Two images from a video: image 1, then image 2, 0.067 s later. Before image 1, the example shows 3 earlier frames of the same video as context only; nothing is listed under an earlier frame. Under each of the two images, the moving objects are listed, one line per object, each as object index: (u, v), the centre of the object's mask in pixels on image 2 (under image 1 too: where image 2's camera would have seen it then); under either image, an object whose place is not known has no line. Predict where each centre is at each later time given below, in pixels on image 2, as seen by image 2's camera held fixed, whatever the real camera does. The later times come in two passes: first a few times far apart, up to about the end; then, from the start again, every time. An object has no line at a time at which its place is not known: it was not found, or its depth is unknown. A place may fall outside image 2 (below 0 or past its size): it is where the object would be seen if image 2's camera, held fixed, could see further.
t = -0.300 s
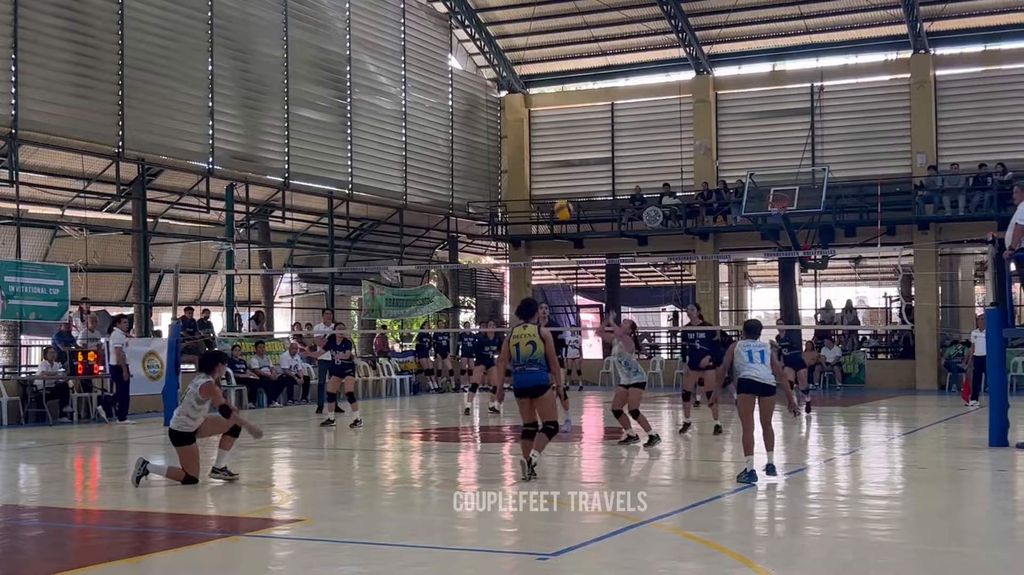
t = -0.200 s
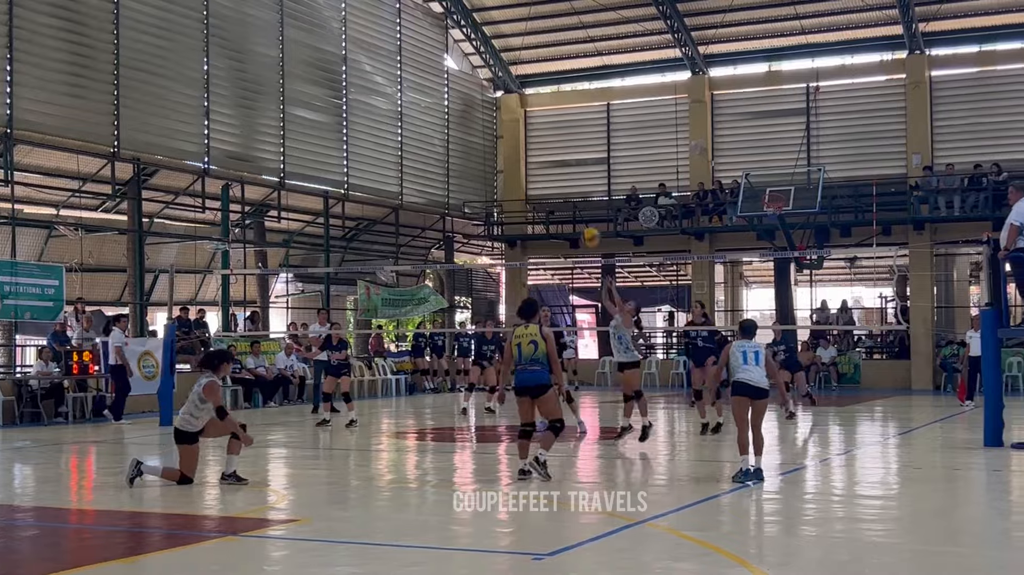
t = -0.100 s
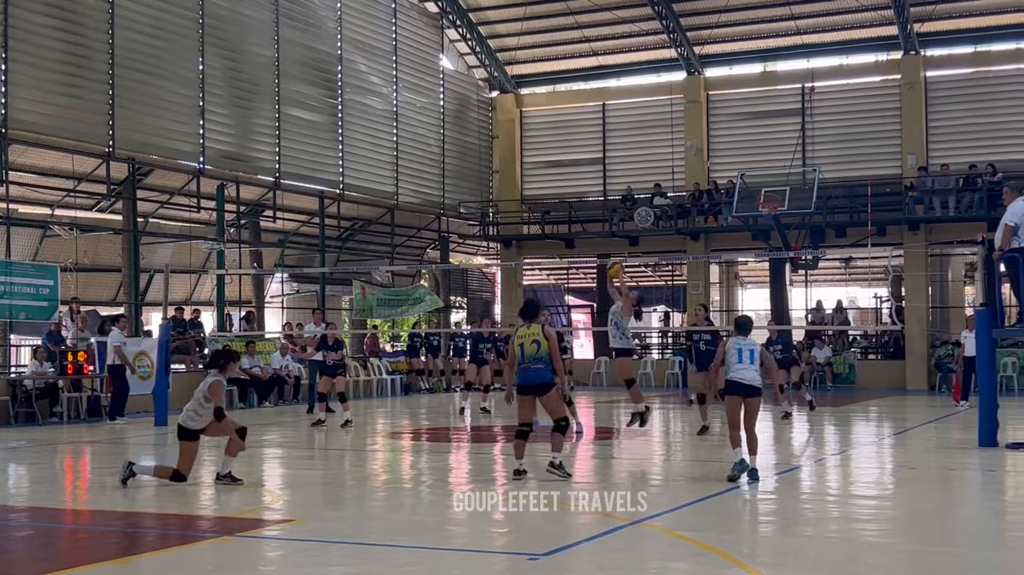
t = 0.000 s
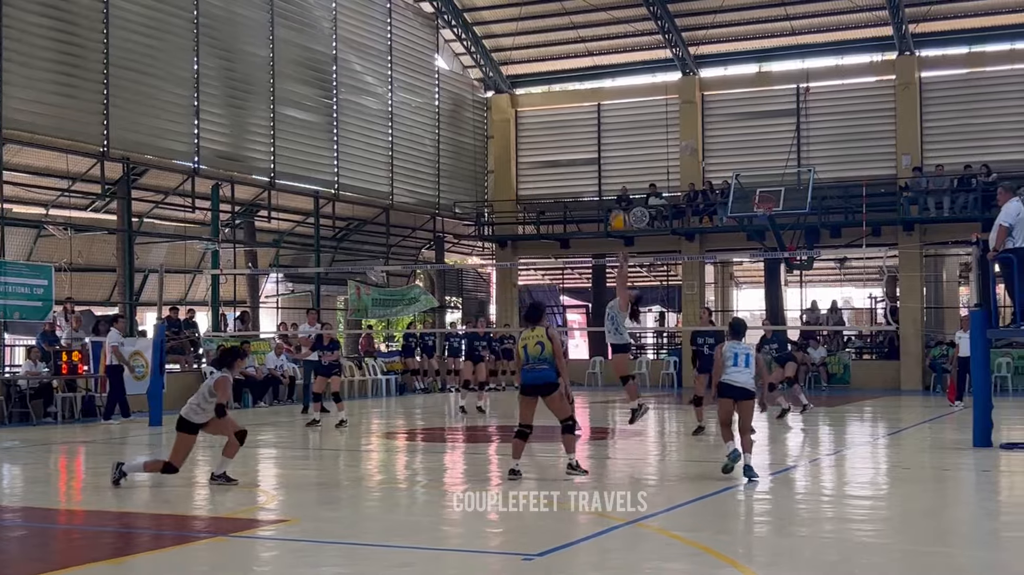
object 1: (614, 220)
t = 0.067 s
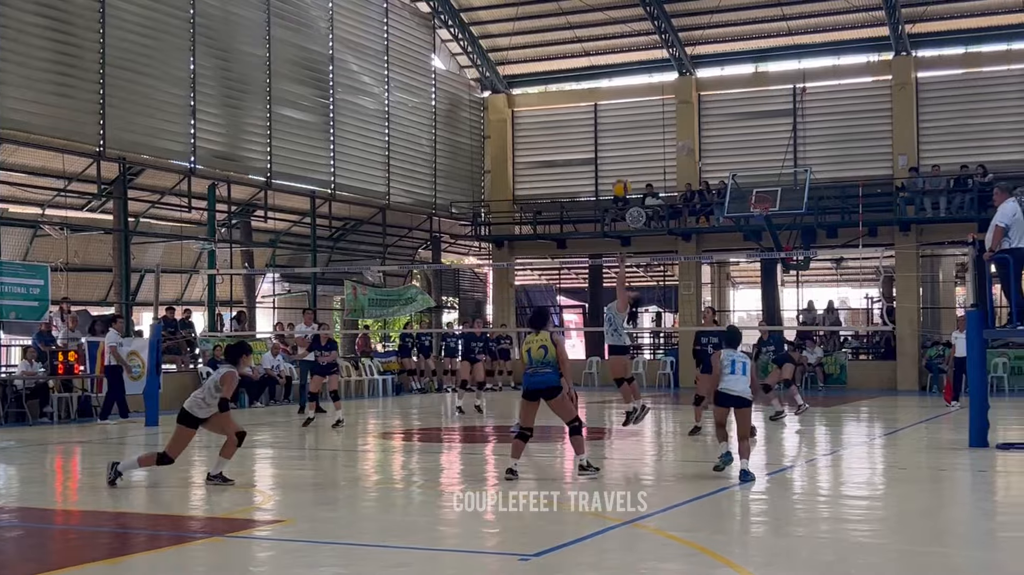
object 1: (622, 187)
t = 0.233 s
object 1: (632, 120)
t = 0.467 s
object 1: (652, 67)
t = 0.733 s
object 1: (671, 62)
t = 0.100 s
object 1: (623, 172)
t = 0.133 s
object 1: (626, 158)
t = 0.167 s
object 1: (628, 144)
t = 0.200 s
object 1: (630, 132)
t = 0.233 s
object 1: (632, 120)
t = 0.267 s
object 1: (636, 110)
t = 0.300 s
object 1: (638, 101)
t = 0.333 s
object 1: (641, 93)
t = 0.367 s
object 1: (643, 83)
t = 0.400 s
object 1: (646, 76)
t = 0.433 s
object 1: (649, 70)
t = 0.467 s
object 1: (652, 67)
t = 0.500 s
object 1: (655, 63)
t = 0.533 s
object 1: (657, 61)
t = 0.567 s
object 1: (659, 59)
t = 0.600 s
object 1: (662, 58)
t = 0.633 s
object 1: (664, 58)
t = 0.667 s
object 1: (667, 59)
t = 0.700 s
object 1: (669, 60)
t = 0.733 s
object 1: (671, 62)
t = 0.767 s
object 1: (674, 63)
